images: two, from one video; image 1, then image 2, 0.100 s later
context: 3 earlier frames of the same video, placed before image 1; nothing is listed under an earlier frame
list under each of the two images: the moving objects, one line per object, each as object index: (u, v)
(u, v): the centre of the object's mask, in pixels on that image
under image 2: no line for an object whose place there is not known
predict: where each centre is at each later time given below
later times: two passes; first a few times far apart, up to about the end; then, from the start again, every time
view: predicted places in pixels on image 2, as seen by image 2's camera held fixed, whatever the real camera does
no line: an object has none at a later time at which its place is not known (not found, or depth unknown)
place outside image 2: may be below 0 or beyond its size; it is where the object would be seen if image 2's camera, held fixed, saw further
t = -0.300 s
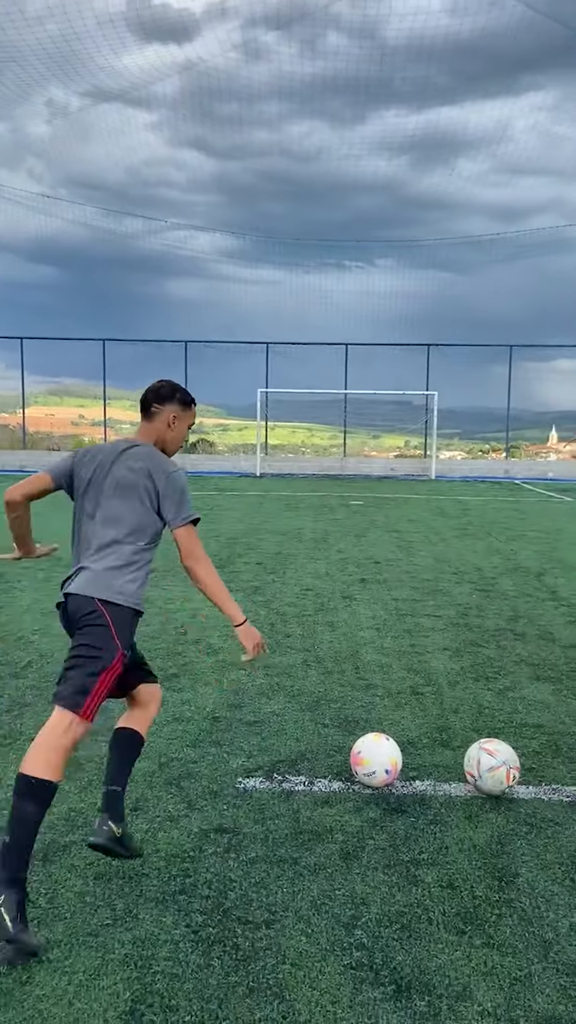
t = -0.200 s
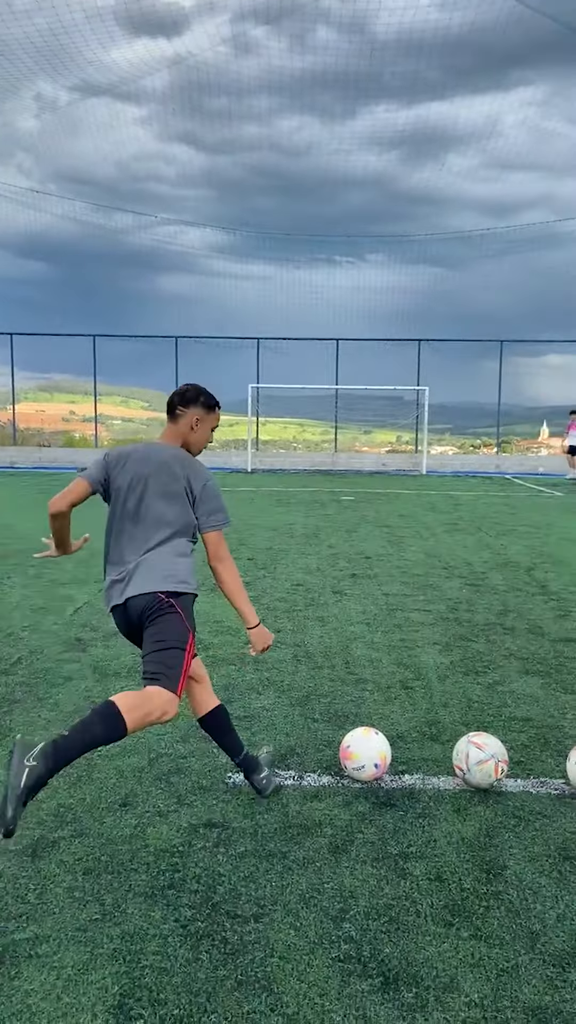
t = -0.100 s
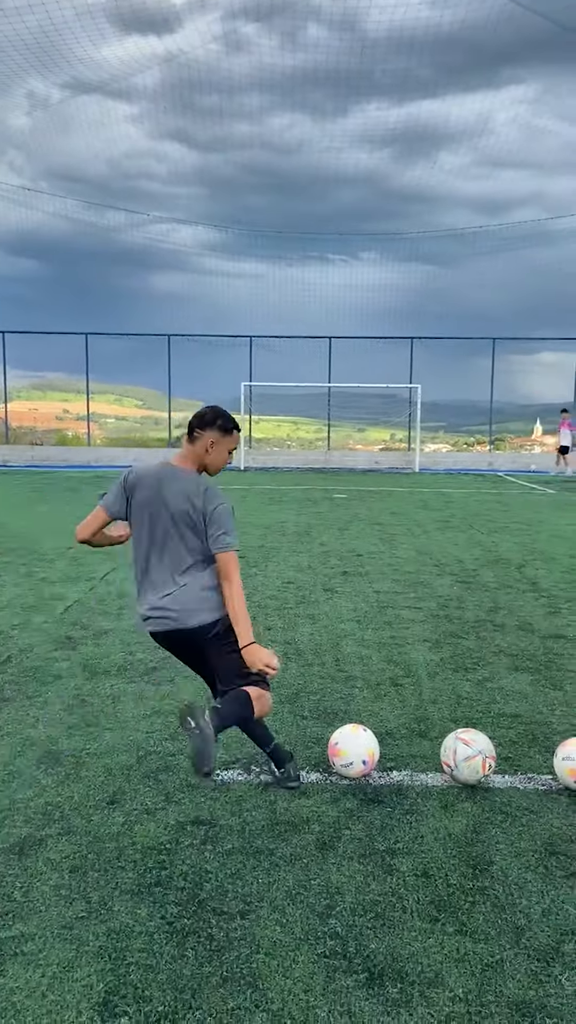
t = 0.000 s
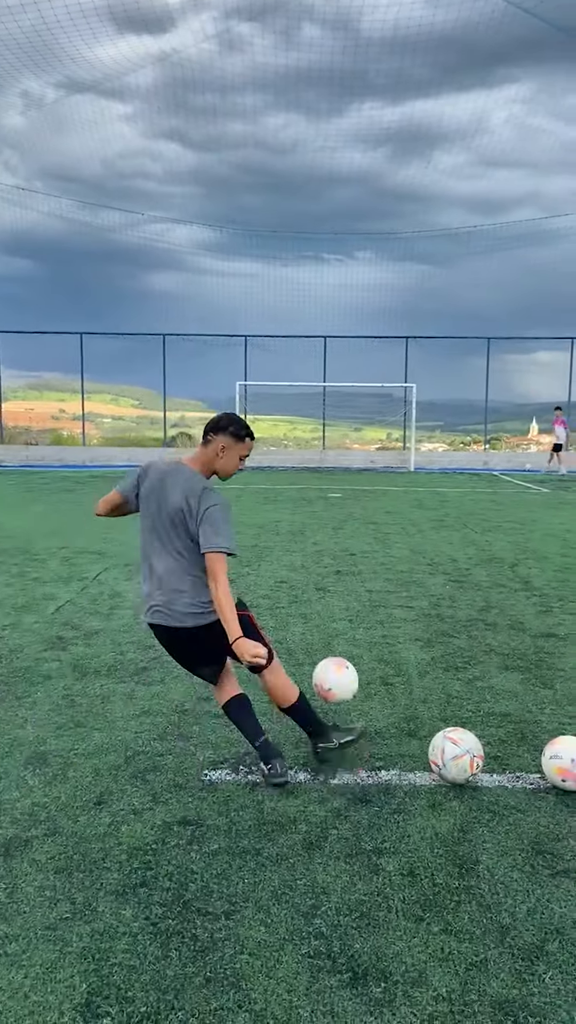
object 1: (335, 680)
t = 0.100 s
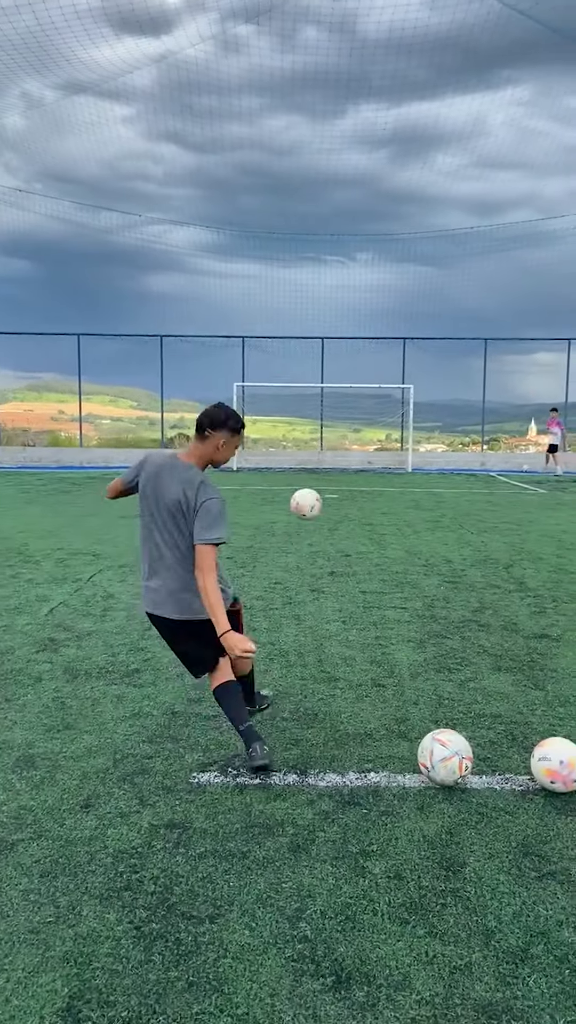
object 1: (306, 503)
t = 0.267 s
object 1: (280, 386)
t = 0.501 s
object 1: (257, 340)
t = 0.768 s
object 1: (240, 343)
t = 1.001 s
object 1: (226, 366)
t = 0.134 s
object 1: (299, 469)
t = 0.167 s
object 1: (294, 442)
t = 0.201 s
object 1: (289, 420)
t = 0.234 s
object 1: (284, 401)
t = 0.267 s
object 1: (280, 386)
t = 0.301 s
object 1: (275, 375)
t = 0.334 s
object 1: (272, 365)
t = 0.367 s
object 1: (269, 357)
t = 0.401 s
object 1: (266, 351)
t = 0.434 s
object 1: (263, 346)
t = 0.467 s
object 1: (260, 342)
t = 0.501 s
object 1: (257, 340)
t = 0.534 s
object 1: (254, 338)
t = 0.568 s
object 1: (252, 337)
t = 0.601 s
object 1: (250, 337)
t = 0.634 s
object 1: (248, 337)
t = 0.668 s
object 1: (246, 338)
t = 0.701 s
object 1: (243, 340)
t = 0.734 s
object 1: (242, 341)
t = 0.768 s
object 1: (240, 343)
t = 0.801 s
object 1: (238, 345)
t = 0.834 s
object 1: (235, 348)
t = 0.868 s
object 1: (234, 351)
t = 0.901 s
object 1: (232, 354)
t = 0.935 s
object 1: (230, 358)
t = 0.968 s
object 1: (228, 362)
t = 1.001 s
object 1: (226, 366)
